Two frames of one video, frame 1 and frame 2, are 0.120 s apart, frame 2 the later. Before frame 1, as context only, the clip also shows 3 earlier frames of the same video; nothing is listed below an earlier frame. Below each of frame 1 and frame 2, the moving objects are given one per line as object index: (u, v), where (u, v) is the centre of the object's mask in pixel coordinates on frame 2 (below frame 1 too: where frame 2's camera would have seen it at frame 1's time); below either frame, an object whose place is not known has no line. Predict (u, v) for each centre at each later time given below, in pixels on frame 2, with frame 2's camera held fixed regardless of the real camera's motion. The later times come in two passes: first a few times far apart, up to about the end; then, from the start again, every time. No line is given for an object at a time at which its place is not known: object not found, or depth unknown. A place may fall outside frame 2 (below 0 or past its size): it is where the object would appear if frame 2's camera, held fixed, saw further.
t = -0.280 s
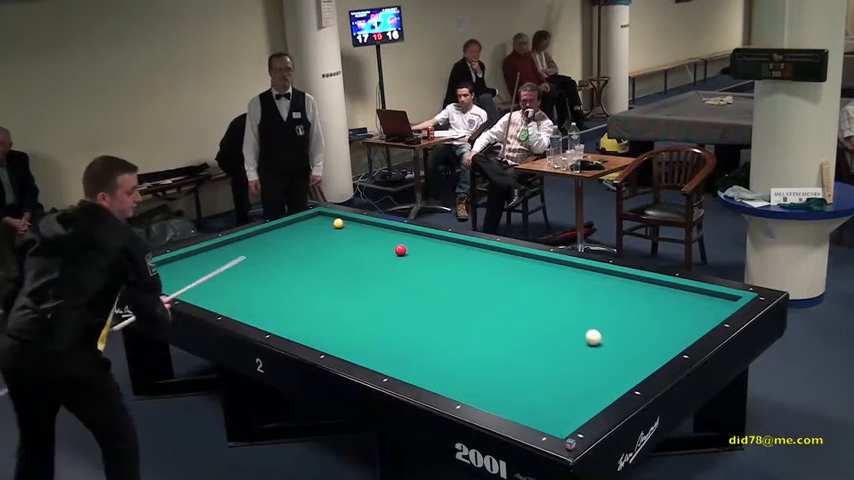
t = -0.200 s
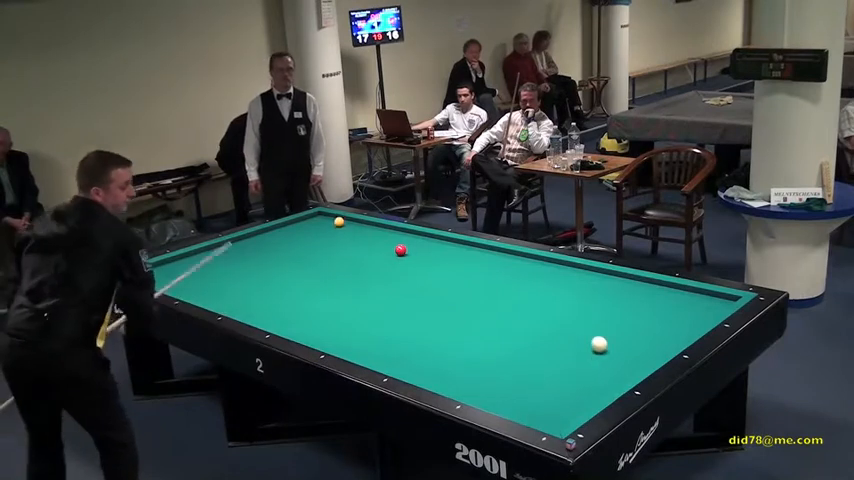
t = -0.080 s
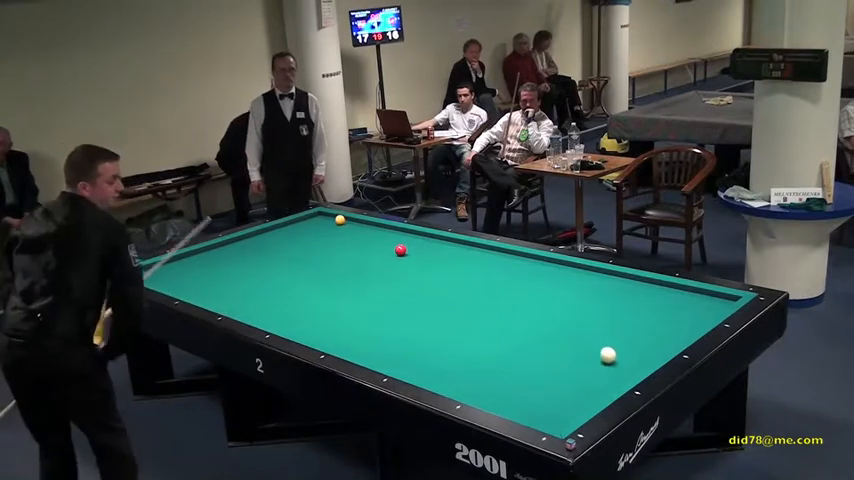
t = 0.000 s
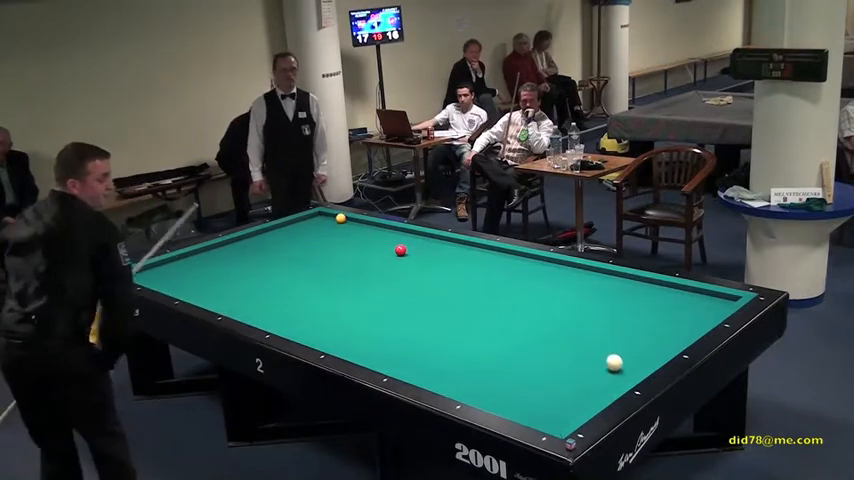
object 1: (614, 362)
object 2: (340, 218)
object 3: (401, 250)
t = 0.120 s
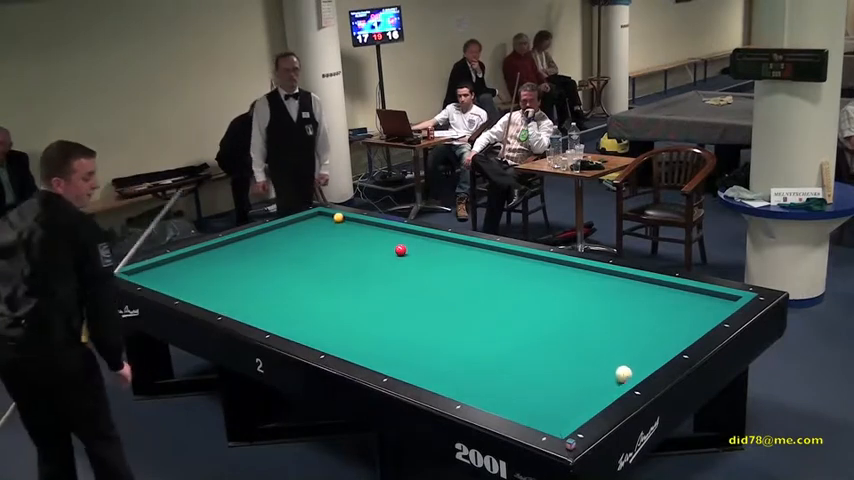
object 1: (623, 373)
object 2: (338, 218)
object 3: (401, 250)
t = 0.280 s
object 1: (599, 380)
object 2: (332, 218)
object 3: (401, 250)
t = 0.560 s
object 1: (550, 388)
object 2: (322, 218)
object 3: (401, 250)
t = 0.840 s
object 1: (502, 395)
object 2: (313, 219)
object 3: (401, 250)
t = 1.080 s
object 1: (477, 391)
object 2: (305, 220)
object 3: (401, 250)
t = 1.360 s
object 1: (468, 375)
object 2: (297, 220)
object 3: (401, 250)
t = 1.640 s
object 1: (461, 361)
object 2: (291, 221)
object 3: (401, 250)
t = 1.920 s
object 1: (455, 348)
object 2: (290, 223)
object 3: (401, 250)
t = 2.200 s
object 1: (449, 336)
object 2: (289, 224)
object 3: (401, 250)
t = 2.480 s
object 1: (443, 325)
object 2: (288, 225)
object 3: (401, 249)
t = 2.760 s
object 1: (438, 315)
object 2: (288, 226)
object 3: (401, 249)
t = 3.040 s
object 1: (434, 306)
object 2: (287, 227)
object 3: (401, 249)
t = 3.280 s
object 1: (430, 299)
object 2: (286, 227)
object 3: (401, 249)
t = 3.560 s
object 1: (426, 291)
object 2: (286, 228)
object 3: (401, 249)
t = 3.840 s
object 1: (422, 284)
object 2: (285, 228)
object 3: (401, 249)
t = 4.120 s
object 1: (419, 278)
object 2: (285, 228)
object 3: (401, 249)
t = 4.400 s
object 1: (415, 271)
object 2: (285, 228)
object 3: (401, 249)
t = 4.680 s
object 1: (412, 266)
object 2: (285, 228)
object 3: (401, 249)
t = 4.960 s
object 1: (409, 261)
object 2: (285, 228)
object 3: (400, 249)
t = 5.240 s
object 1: (407, 256)
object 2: (285, 228)
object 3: (400, 249)
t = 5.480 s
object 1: (405, 253)
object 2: (285, 228)
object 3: (398, 248)
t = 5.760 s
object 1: (407, 251)
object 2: (285, 228)
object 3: (397, 247)
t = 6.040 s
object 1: (408, 250)
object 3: (394, 246)
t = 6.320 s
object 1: (409, 249)
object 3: (392, 244)
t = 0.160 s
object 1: (620, 376)
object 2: (337, 217)
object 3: (401, 250)
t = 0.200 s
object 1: (613, 378)
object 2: (335, 218)
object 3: (401, 250)
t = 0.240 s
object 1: (606, 379)
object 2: (333, 218)
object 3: (401, 249)
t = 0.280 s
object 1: (599, 380)
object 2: (332, 218)
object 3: (401, 250)
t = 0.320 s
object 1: (592, 381)
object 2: (330, 218)
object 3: (401, 250)
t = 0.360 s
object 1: (585, 382)
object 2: (329, 218)
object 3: (401, 249)
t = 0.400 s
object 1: (578, 383)
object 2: (327, 218)
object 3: (401, 250)
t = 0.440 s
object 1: (571, 384)
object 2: (326, 218)
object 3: (401, 250)
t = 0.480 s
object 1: (564, 385)
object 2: (325, 218)
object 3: (401, 250)
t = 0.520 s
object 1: (557, 387)
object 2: (323, 218)
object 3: (401, 250)
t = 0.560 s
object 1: (550, 388)
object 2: (322, 218)
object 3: (401, 250)
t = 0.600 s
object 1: (544, 389)
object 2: (320, 219)
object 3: (401, 250)
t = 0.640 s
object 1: (537, 390)
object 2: (319, 219)
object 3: (401, 250)
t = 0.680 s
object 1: (530, 391)
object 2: (318, 219)
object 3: (401, 250)
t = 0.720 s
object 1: (523, 392)
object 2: (317, 219)
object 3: (401, 250)
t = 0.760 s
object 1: (516, 393)
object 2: (315, 219)
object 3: (401, 250)
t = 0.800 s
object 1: (509, 394)
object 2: (314, 219)
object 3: (401, 250)
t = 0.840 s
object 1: (502, 395)
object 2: (313, 219)
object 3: (401, 250)
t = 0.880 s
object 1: (495, 396)
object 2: (311, 219)
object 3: (401, 250)
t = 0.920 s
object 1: (489, 396)
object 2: (310, 219)
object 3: (401, 250)
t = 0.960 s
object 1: (482, 396)
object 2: (309, 220)
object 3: (401, 250)
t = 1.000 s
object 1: (479, 394)
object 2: (307, 220)
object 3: (401, 250)
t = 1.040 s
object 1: (478, 392)
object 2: (306, 220)
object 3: (401, 250)
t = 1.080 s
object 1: (477, 391)
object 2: (305, 220)
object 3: (401, 250)
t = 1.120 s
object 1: (475, 389)
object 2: (304, 220)
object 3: (401, 250)
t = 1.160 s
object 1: (474, 387)
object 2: (303, 220)
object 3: (401, 250)
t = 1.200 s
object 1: (473, 384)
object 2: (301, 220)
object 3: (401, 250)
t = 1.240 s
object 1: (472, 382)
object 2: (300, 220)
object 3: (401, 250)
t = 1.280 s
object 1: (471, 380)
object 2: (299, 220)
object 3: (401, 250)
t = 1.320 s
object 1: (470, 378)
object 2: (298, 220)
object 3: (401, 250)
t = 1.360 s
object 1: (468, 375)
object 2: (297, 220)
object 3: (401, 250)
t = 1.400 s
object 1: (468, 373)
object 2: (295, 221)
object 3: (401, 250)
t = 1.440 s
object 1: (466, 371)
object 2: (294, 221)
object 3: (401, 250)
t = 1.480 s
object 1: (465, 369)
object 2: (293, 221)
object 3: (401, 250)
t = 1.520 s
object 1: (464, 367)
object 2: (292, 221)
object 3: (401, 250)
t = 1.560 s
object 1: (463, 365)
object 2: (292, 221)
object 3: (401, 250)
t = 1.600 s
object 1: (462, 363)
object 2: (291, 221)
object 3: (401, 250)
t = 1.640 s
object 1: (461, 361)
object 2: (291, 221)
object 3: (401, 250)
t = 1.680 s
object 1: (461, 359)
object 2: (291, 221)
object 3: (401, 250)
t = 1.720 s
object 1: (460, 357)
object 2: (291, 222)
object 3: (401, 250)
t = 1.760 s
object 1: (459, 355)
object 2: (291, 222)
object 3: (401, 250)
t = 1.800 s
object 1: (458, 353)
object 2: (290, 222)
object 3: (401, 250)
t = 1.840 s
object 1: (457, 351)
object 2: (290, 222)
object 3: (401, 250)
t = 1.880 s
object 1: (456, 349)
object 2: (290, 222)
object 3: (401, 250)
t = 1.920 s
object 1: (455, 348)
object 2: (290, 223)
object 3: (401, 250)
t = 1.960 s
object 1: (454, 346)
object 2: (290, 223)
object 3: (401, 250)
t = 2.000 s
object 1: (453, 344)
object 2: (290, 223)
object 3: (401, 249)
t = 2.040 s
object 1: (452, 342)
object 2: (290, 223)
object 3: (401, 250)
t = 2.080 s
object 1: (451, 341)
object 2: (289, 223)
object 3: (401, 250)
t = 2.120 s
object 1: (451, 339)
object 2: (289, 223)
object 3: (401, 250)
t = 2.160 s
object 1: (450, 337)
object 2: (289, 224)
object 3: (401, 249)
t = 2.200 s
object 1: (449, 336)
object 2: (289, 224)
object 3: (401, 250)
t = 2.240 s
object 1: (448, 334)
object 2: (289, 224)
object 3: (401, 249)
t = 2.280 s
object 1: (447, 333)
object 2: (289, 224)
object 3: (401, 250)
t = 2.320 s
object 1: (447, 331)
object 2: (289, 224)
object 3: (401, 249)
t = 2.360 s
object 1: (446, 329)
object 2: (289, 224)
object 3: (401, 250)
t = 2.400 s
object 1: (445, 328)
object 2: (289, 224)
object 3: (401, 250)
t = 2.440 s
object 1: (444, 326)
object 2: (289, 225)
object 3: (401, 250)
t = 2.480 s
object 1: (443, 325)
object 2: (288, 225)
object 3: (401, 249)
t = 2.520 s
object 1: (443, 324)
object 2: (288, 225)
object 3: (401, 250)
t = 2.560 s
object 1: (442, 322)
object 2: (288, 225)
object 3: (401, 250)
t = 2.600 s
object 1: (441, 320)
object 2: (288, 225)
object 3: (401, 250)
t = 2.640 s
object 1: (440, 319)
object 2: (288, 225)
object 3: (401, 249)
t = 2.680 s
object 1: (440, 318)
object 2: (288, 226)
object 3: (401, 249)
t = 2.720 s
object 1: (439, 316)
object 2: (288, 226)
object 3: (401, 249)
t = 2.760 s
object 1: (438, 315)
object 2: (288, 226)
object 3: (401, 249)
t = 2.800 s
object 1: (438, 314)
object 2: (288, 226)
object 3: (401, 249)
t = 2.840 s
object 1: (437, 312)
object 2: (287, 226)
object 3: (401, 249)
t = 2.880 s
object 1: (436, 311)
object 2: (287, 226)
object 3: (401, 249)
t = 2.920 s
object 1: (436, 310)
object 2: (287, 226)
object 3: (401, 249)
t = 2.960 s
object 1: (435, 309)
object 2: (287, 227)
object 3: (401, 250)
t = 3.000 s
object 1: (434, 307)
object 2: (287, 227)
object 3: (401, 249)
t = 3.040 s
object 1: (434, 306)
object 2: (287, 227)
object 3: (401, 249)
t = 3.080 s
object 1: (433, 305)
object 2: (287, 227)
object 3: (401, 249)
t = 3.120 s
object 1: (432, 304)
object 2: (287, 227)
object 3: (401, 249)
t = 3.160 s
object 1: (432, 302)
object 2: (287, 227)
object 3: (401, 249)
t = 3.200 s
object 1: (431, 301)
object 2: (287, 227)
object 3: (401, 249)
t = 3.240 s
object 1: (430, 300)
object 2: (287, 227)
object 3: (401, 249)
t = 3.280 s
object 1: (430, 299)
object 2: (286, 227)
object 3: (401, 249)
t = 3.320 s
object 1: (429, 298)
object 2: (286, 227)
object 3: (401, 249)
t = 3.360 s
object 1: (429, 297)
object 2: (286, 227)
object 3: (401, 249)
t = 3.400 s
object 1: (428, 295)
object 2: (286, 228)
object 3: (401, 249)
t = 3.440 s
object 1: (428, 294)
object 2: (286, 228)
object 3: (401, 249)
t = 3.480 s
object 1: (427, 293)
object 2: (286, 228)
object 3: (401, 249)
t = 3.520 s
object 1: (426, 292)
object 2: (286, 228)
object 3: (401, 249)
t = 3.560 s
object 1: (426, 291)
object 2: (286, 228)
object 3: (401, 249)
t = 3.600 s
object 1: (425, 290)
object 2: (286, 228)
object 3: (401, 249)
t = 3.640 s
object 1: (425, 289)
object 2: (286, 228)
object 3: (401, 249)
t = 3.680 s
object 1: (424, 288)
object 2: (286, 228)
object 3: (401, 249)
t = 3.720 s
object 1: (424, 287)
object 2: (286, 228)
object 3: (401, 249)
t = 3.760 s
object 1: (423, 286)
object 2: (286, 228)
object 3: (401, 249)
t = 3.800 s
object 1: (423, 285)
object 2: (285, 228)
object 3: (401, 249)
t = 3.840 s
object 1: (422, 284)
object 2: (285, 228)
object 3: (401, 249)
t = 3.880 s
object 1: (422, 283)
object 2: (285, 228)
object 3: (401, 249)
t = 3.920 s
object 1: (421, 282)
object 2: (285, 228)
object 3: (401, 249)
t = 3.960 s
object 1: (421, 281)
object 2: (285, 228)
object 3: (401, 249)
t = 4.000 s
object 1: (420, 280)
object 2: (285, 228)
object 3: (401, 249)
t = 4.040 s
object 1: (420, 279)
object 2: (285, 228)
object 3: (401, 249)
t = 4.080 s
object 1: (419, 278)
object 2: (285, 228)
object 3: (401, 249)
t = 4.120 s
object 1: (419, 278)
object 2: (285, 228)
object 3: (401, 249)
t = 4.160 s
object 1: (418, 276)
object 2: (285, 228)
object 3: (401, 249)
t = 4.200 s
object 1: (418, 276)
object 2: (285, 228)
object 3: (401, 249)
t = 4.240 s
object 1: (417, 275)
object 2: (285, 228)
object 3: (401, 249)
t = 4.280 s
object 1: (417, 274)
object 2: (285, 228)
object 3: (401, 249)
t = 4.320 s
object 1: (416, 273)
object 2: (285, 228)
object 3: (401, 249)
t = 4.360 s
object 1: (416, 272)
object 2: (285, 228)
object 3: (401, 249)
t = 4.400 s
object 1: (415, 271)
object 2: (285, 228)
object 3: (401, 249)
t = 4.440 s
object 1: (415, 270)
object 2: (285, 228)
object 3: (401, 249)
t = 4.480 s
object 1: (414, 270)
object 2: (285, 228)
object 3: (401, 249)
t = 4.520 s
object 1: (414, 269)
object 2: (285, 228)
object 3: (401, 249)
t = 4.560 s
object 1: (414, 268)
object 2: (285, 228)
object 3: (401, 249)
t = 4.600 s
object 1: (413, 267)
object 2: (285, 228)
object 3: (401, 249)
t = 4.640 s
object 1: (413, 267)
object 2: (285, 228)
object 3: (401, 249)
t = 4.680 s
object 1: (412, 266)
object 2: (285, 228)
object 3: (401, 249)
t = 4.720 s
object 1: (412, 265)
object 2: (285, 228)
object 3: (401, 249)
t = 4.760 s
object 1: (411, 264)
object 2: (285, 228)
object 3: (401, 249)
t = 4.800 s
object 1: (411, 264)
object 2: (285, 228)
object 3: (401, 249)
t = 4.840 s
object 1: (411, 263)
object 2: (285, 228)
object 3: (401, 249)
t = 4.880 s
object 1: (410, 262)
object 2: (285, 228)
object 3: (401, 249)
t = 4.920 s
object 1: (410, 262)
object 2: (285, 228)
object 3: (401, 249)
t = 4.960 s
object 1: (409, 261)
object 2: (285, 228)
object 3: (400, 249)
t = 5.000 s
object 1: (409, 260)
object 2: (285, 228)
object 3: (400, 249)
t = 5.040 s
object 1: (408, 260)
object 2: (285, 228)
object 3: (400, 249)
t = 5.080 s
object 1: (408, 259)
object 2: (285, 228)
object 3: (400, 249)
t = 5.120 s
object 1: (408, 258)
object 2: (285, 228)
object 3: (400, 249)
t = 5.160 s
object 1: (408, 258)
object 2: (285, 228)
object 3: (400, 249)
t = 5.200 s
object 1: (407, 257)
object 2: (285, 228)
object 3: (400, 249)
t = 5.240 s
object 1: (407, 256)
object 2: (285, 228)
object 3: (400, 249)
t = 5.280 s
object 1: (407, 256)
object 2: (285, 228)
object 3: (400, 248)
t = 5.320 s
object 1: (406, 255)
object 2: (285, 228)
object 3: (399, 248)
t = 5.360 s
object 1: (406, 254)
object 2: (285, 228)
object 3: (399, 248)
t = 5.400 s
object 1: (405, 254)
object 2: (285, 228)
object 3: (399, 248)
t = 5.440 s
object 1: (405, 253)
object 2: (285, 228)
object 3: (399, 248)
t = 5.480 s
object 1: (405, 253)
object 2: (285, 228)
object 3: (398, 248)
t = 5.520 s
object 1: (405, 252)
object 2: (285, 228)
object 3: (398, 248)
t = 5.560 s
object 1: (406, 252)
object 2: (285, 228)
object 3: (398, 248)
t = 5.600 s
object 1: (406, 252)
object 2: (285, 228)
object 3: (397, 247)
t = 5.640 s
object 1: (406, 252)
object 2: (285, 228)
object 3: (398, 247)
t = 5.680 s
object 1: (406, 251)
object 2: (285, 228)
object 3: (397, 247)
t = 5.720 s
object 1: (406, 251)
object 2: (285, 228)
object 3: (397, 247)
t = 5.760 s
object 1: (407, 251)
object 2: (285, 228)
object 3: (397, 247)
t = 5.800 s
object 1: (407, 251)
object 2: (285, 228)
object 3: (396, 247)
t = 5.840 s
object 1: (407, 251)
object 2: (285, 228)
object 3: (396, 247)
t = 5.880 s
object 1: (407, 251)
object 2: (285, 228)
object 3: (396, 247)
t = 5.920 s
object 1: (407, 251)
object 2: (285, 228)
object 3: (396, 246)
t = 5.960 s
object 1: (408, 250)
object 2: (285, 228)
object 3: (395, 246)
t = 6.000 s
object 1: (408, 250)
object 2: (285, 228)
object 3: (395, 246)
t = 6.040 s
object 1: (408, 250)
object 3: (394, 246)
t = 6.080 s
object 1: (408, 250)
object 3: (394, 245)
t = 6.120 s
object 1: (408, 250)
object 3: (394, 245)
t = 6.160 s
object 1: (408, 250)
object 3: (393, 245)
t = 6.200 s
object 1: (409, 250)
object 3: (393, 245)
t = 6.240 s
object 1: (409, 249)
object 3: (392, 244)
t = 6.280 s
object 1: (409, 249)
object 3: (392, 244)
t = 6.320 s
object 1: (409, 249)
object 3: (392, 244)
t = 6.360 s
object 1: (409, 249)
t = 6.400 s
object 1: (409, 249)
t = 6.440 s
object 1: (409, 249)
